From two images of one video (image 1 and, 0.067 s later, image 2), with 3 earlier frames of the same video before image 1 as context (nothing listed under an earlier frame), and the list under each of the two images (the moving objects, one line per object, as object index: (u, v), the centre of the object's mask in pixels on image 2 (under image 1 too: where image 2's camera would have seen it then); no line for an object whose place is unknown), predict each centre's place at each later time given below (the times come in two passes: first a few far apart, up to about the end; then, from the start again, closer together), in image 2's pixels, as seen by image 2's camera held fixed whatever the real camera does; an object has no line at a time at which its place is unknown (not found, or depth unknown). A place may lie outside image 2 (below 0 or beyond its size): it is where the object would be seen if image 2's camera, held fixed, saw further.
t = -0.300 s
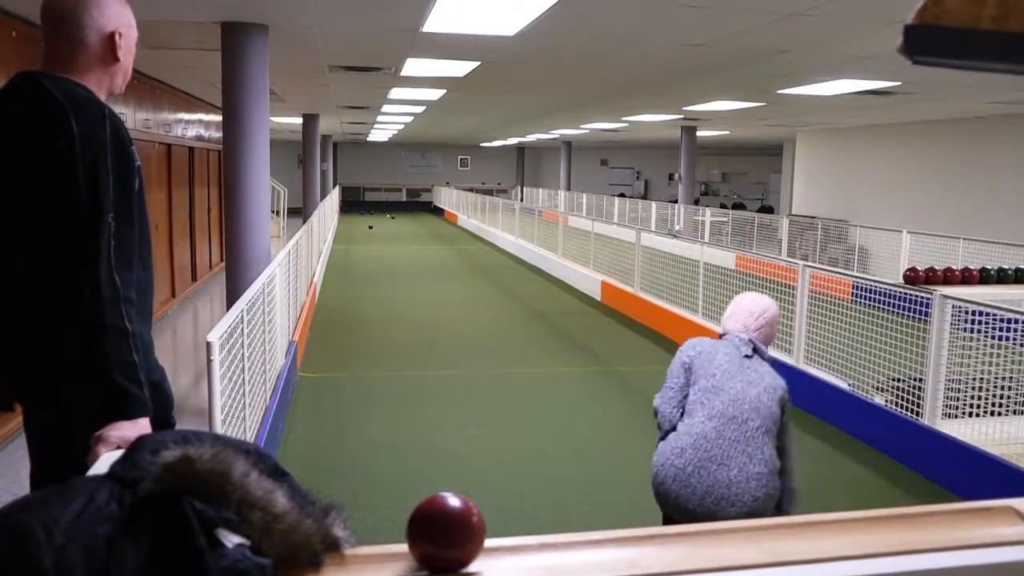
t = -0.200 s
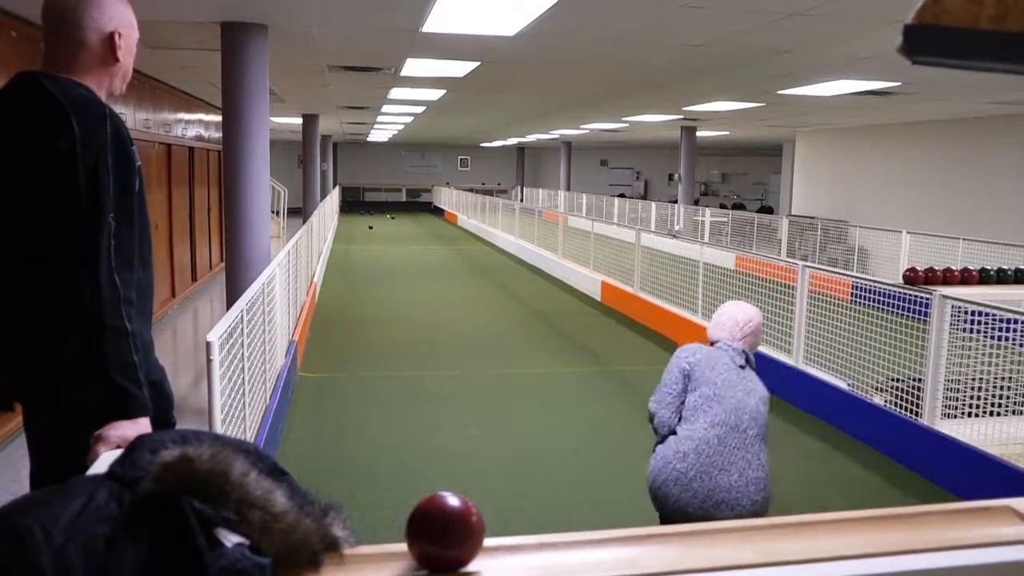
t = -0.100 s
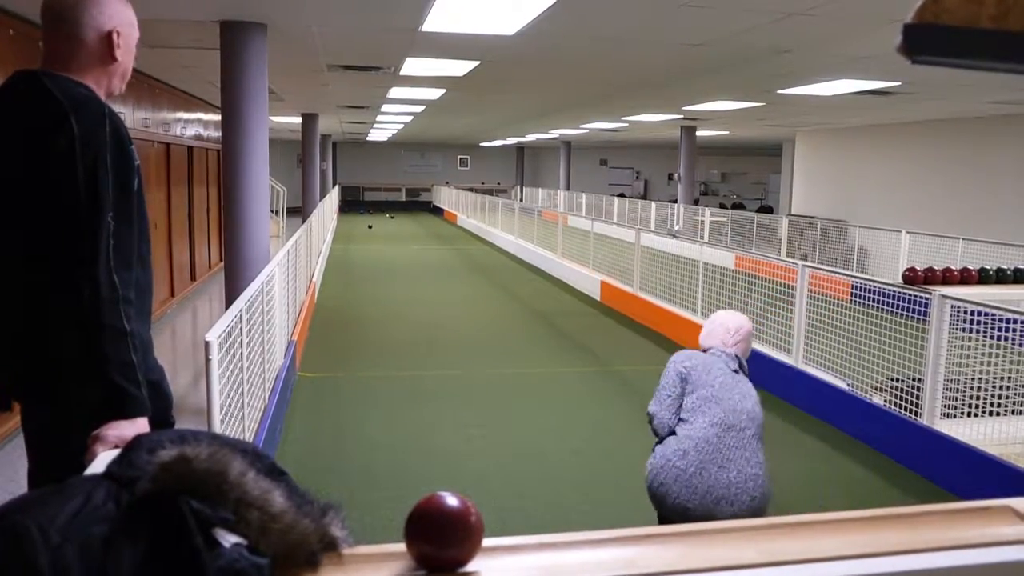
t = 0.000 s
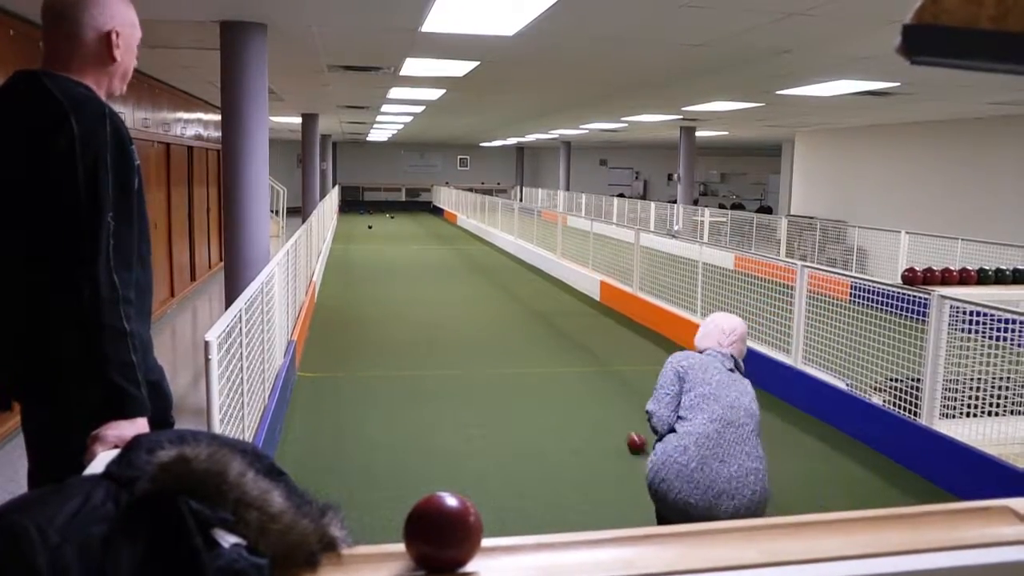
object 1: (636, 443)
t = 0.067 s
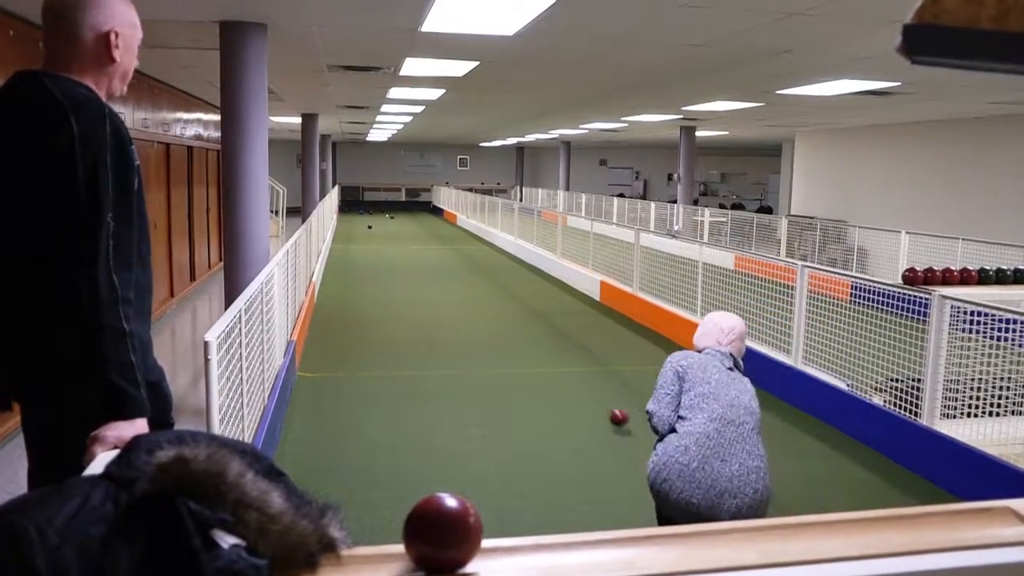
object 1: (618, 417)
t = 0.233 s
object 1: (583, 381)
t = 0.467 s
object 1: (552, 347)
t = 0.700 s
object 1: (533, 324)
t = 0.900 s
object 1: (521, 309)
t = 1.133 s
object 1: (510, 296)
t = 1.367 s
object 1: (501, 284)
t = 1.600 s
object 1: (494, 275)
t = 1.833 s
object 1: (488, 267)
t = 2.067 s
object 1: (484, 261)
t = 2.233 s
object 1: (481, 256)
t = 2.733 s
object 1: (474, 247)
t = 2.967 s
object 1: (471, 243)
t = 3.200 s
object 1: (469, 239)
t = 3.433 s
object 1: (467, 236)
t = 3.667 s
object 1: (465, 233)
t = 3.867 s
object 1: (464, 231)
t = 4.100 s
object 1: (462, 229)
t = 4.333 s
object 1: (461, 227)
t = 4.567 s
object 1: (458, 225)
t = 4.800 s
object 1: (453, 223)
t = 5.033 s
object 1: (447, 222)
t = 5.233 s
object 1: (446, 221)
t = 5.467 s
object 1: (443, 219)
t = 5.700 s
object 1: (438, 218)
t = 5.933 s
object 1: (437, 217)
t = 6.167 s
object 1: (432, 215)
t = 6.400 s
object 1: (429, 214)
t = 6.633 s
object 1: (427, 214)
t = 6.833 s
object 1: (426, 213)
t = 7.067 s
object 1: (426, 213)
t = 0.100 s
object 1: (609, 409)
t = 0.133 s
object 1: (602, 403)
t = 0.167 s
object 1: (595, 398)
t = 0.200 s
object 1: (588, 390)
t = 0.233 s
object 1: (583, 381)
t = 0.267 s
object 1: (577, 376)
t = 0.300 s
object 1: (572, 372)
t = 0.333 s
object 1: (568, 366)
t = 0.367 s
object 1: (563, 360)
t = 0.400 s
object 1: (559, 355)
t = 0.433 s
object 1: (555, 353)
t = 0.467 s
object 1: (552, 347)
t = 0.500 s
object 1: (549, 342)
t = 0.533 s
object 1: (546, 339)
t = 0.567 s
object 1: (543, 337)
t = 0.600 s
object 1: (540, 333)
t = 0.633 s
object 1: (538, 331)
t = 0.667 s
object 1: (535, 328)
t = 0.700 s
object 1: (533, 324)
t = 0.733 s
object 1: (531, 322)
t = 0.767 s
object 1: (529, 319)
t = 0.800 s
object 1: (527, 316)
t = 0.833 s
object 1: (525, 315)
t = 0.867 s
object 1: (523, 311)
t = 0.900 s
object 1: (521, 309)
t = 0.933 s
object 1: (519, 307)
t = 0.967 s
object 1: (517, 305)
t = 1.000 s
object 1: (516, 303)
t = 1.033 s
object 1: (514, 301)
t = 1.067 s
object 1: (513, 300)
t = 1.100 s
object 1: (511, 297)
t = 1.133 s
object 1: (510, 296)
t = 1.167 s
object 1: (509, 294)
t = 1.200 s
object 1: (507, 292)
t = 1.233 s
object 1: (506, 291)
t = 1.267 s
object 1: (504, 289)
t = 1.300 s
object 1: (503, 287)
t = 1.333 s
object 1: (502, 286)
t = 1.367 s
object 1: (501, 284)
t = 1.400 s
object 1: (500, 283)
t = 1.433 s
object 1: (499, 281)
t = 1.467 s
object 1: (498, 280)
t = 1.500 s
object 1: (497, 279)
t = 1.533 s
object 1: (496, 277)
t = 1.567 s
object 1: (495, 276)
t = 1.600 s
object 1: (494, 275)
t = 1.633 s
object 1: (493, 273)
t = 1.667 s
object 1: (492, 272)
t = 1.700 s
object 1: (491, 271)
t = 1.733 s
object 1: (490, 270)
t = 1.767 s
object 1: (490, 269)
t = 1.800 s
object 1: (489, 268)
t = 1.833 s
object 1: (488, 267)
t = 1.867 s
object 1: (487, 266)
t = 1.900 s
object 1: (487, 265)
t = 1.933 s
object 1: (486, 264)
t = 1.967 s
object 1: (485, 263)
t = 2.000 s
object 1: (485, 262)
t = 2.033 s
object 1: (484, 262)
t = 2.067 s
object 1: (484, 261)
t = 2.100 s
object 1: (483, 260)
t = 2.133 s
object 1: (482, 259)
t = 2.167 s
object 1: (482, 258)
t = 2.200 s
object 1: (482, 257)
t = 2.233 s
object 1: (481, 256)
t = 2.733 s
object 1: (474, 247)
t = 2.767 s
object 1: (473, 246)
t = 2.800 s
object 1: (473, 245)
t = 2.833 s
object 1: (472, 244)
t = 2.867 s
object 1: (472, 244)
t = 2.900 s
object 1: (471, 243)
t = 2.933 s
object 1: (471, 243)
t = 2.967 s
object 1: (471, 243)
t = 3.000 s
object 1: (471, 242)
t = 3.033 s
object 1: (470, 242)
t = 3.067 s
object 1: (470, 241)
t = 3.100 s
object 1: (469, 241)
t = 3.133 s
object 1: (469, 240)
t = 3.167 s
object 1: (469, 240)
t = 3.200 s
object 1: (469, 239)
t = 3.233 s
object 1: (469, 239)
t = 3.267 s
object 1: (468, 239)
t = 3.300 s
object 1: (468, 238)
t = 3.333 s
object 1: (468, 237)
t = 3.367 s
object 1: (467, 237)
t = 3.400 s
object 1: (467, 237)
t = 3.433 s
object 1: (467, 236)
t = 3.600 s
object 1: (465, 233)
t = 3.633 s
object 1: (465, 233)
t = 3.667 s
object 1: (465, 233)
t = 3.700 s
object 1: (465, 233)
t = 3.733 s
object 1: (464, 232)
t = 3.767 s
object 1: (464, 232)
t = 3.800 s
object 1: (464, 232)
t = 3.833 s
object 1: (464, 232)
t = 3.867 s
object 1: (464, 231)
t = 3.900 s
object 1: (464, 231)
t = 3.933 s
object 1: (463, 231)
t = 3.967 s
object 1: (463, 230)
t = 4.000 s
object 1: (463, 230)
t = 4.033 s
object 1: (463, 230)
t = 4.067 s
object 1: (462, 230)
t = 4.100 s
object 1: (462, 229)
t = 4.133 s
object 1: (462, 229)
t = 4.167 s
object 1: (462, 228)
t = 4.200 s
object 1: (462, 228)
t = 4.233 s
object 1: (462, 228)
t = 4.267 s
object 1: (461, 228)
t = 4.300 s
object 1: (461, 228)
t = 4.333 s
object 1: (461, 227)
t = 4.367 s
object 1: (460, 226)
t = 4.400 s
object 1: (460, 226)
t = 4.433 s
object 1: (459, 226)
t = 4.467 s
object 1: (459, 226)
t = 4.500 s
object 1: (459, 226)
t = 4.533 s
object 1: (458, 225)
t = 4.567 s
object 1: (458, 225)
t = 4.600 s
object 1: (457, 225)
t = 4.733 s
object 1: (453, 224)
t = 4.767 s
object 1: (453, 224)
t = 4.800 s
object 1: (453, 223)
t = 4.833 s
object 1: (453, 223)
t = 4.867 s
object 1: (451, 223)
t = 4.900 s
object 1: (450, 223)
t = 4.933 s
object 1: (450, 223)
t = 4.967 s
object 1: (449, 222)
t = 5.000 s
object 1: (447, 222)
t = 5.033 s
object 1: (447, 222)
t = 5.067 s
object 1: (446, 221)
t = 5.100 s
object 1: (446, 221)
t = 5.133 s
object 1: (446, 221)
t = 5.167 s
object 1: (446, 221)
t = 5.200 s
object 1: (446, 221)
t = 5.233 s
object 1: (446, 221)
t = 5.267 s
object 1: (445, 221)
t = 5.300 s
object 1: (445, 221)
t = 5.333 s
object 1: (445, 221)
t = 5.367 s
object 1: (444, 220)
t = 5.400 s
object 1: (443, 219)
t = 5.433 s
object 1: (443, 219)
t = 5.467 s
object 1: (443, 219)
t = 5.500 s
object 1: (441, 218)
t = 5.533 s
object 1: (440, 218)
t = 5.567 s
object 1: (440, 218)
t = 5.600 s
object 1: (439, 218)
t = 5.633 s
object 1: (439, 218)
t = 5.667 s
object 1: (438, 218)
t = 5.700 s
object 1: (438, 218)
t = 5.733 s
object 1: (438, 218)
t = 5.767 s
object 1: (436, 217)
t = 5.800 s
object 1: (438, 218)
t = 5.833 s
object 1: (438, 217)
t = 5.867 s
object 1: (437, 217)
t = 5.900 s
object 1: (438, 217)
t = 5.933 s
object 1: (437, 217)
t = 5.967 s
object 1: (437, 217)
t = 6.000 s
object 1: (437, 217)
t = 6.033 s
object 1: (436, 216)
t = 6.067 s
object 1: (433, 216)
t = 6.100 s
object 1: (433, 216)
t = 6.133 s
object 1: (433, 216)
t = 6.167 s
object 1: (432, 215)
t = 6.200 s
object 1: (431, 215)
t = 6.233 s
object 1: (432, 215)
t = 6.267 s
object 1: (430, 215)
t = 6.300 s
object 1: (429, 214)
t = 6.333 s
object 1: (429, 214)
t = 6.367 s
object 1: (429, 214)
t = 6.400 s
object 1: (429, 214)
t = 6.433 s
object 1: (429, 214)
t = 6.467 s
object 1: (428, 214)
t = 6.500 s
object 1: (428, 214)
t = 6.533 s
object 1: (428, 214)
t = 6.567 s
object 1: (428, 214)
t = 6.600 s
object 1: (427, 214)
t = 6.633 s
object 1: (427, 214)
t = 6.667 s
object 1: (427, 213)
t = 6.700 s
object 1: (427, 214)
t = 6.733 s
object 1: (427, 213)
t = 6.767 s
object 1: (427, 213)
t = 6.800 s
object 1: (427, 213)
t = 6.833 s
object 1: (426, 213)
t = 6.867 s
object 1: (426, 213)
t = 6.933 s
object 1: (426, 213)
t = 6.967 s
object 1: (426, 213)
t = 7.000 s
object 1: (426, 213)
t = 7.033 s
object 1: (426, 213)
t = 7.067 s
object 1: (426, 213)
